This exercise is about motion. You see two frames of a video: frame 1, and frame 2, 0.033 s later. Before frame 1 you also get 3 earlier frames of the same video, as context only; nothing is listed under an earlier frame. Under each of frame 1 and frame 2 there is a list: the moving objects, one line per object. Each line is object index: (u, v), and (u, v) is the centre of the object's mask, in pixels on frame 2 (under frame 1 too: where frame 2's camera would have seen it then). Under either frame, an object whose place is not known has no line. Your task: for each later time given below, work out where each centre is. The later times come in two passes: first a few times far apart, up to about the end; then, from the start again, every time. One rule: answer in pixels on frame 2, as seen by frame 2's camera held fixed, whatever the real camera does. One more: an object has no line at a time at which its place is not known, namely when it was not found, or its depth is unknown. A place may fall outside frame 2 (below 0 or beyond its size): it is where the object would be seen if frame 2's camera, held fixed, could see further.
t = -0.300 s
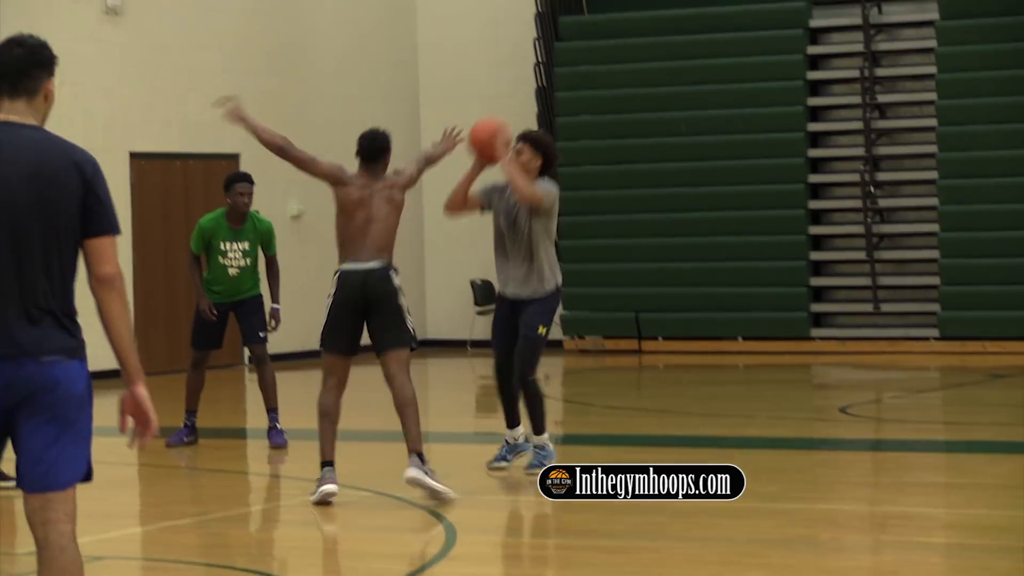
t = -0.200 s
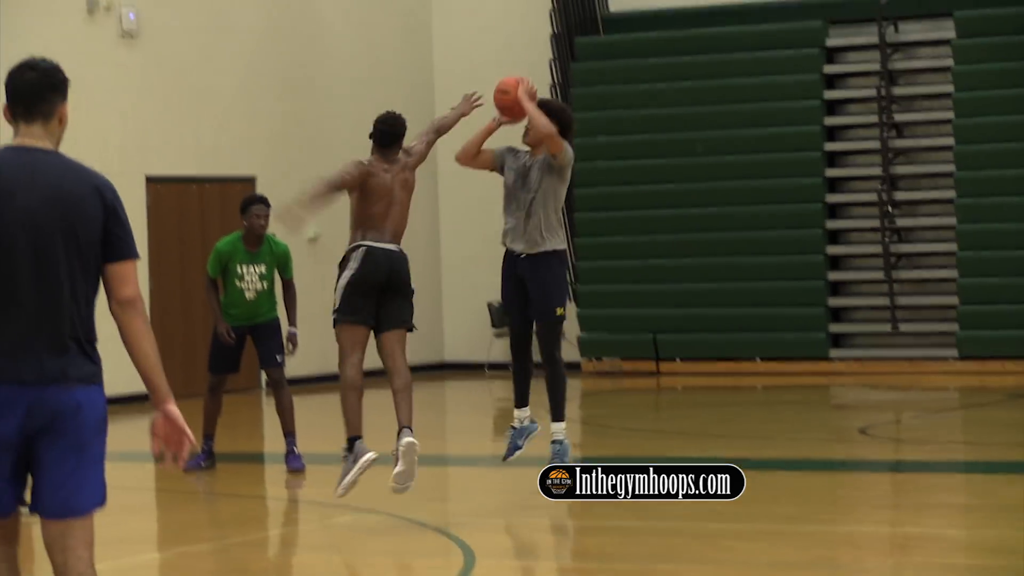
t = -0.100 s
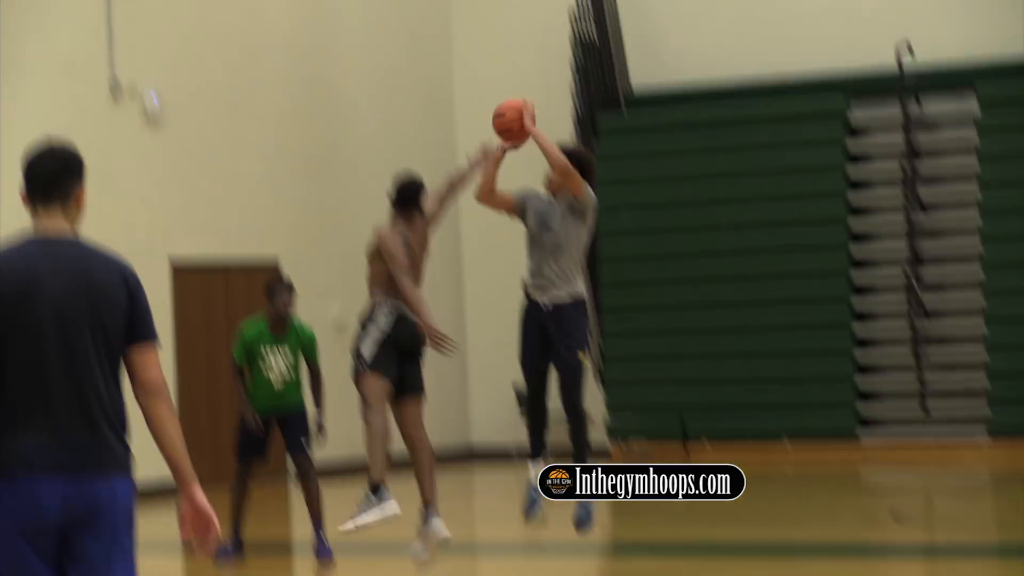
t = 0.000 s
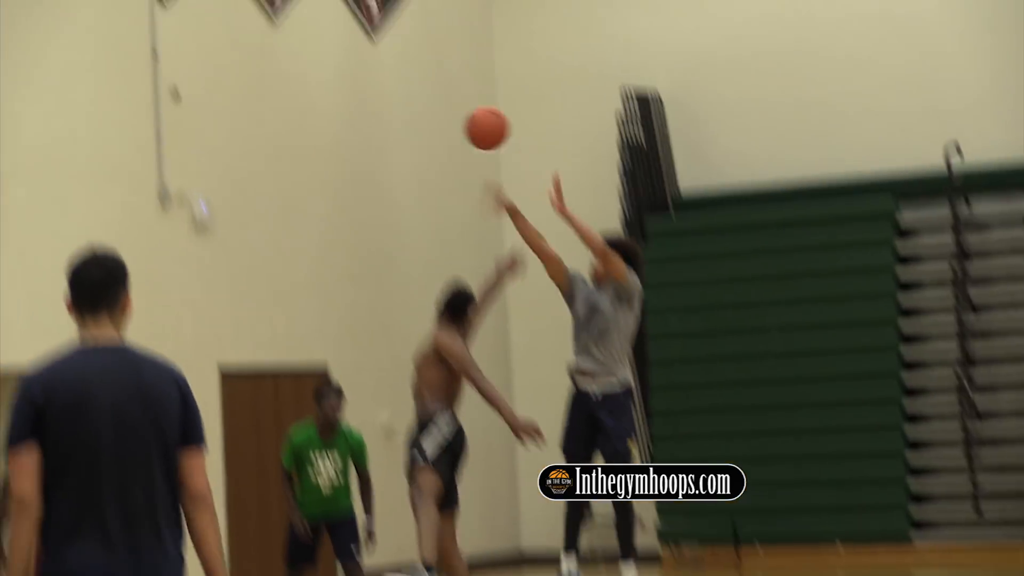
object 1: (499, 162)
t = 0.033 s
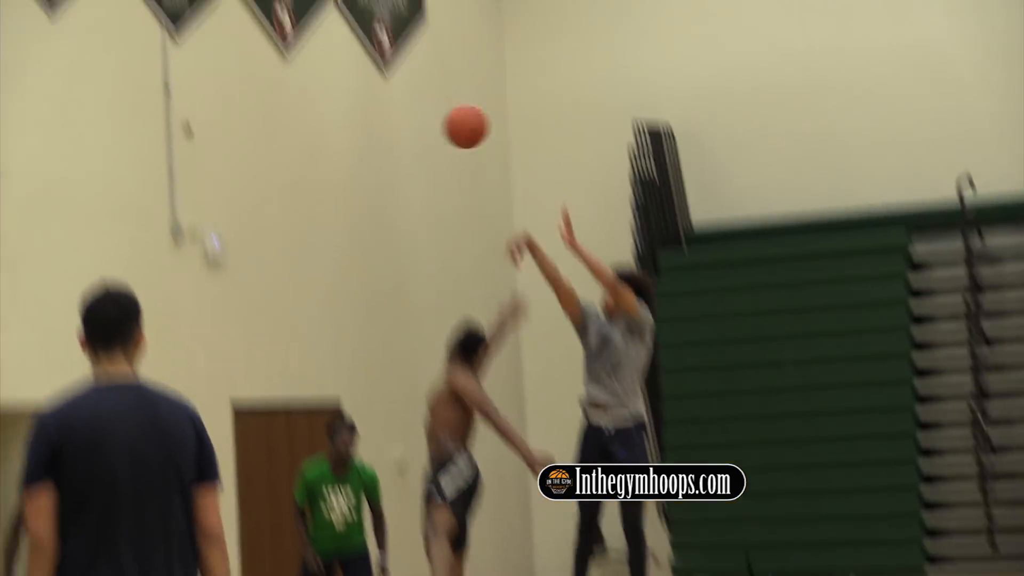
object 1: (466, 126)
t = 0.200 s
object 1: (299, -30)
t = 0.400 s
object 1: (93, -157)
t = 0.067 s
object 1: (433, 92)
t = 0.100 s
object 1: (399, 57)
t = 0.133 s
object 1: (365, 26)
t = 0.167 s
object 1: (331, -4)
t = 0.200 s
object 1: (299, -30)
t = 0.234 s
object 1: (266, -55)
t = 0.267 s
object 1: (232, -78)
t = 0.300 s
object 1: (199, -100)
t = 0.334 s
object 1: (165, -120)
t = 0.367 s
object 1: (130, -140)
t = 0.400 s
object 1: (93, -157)
